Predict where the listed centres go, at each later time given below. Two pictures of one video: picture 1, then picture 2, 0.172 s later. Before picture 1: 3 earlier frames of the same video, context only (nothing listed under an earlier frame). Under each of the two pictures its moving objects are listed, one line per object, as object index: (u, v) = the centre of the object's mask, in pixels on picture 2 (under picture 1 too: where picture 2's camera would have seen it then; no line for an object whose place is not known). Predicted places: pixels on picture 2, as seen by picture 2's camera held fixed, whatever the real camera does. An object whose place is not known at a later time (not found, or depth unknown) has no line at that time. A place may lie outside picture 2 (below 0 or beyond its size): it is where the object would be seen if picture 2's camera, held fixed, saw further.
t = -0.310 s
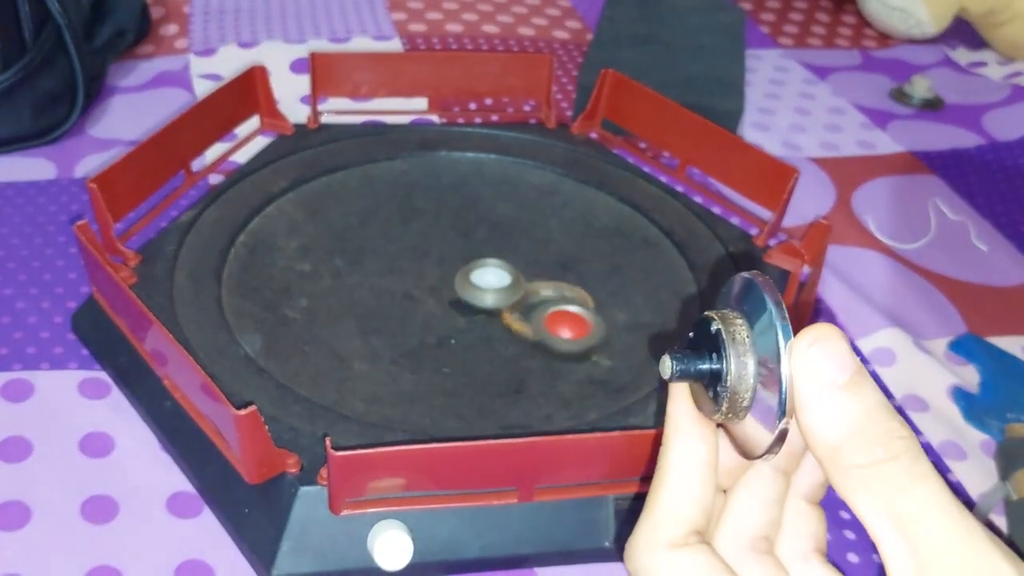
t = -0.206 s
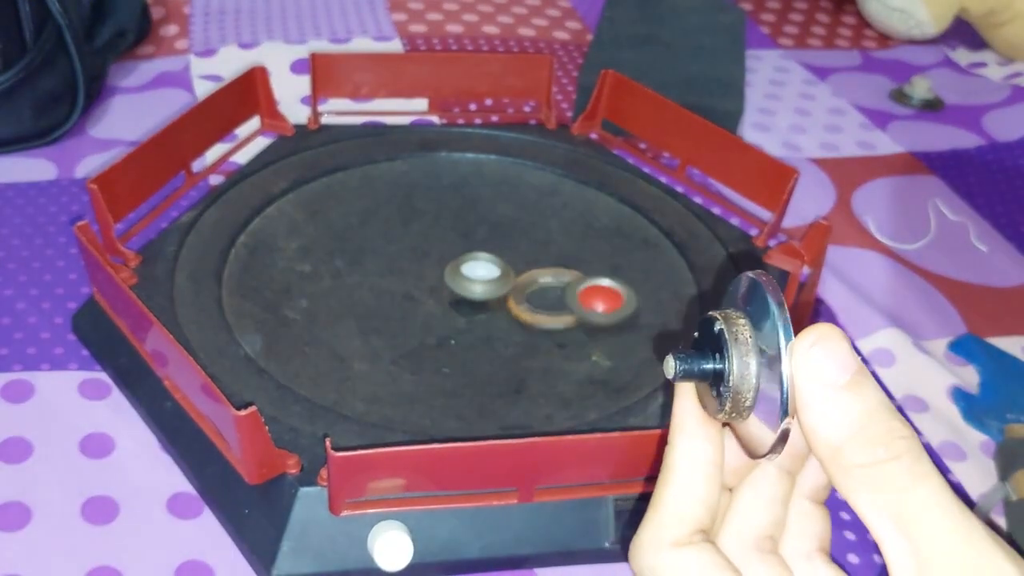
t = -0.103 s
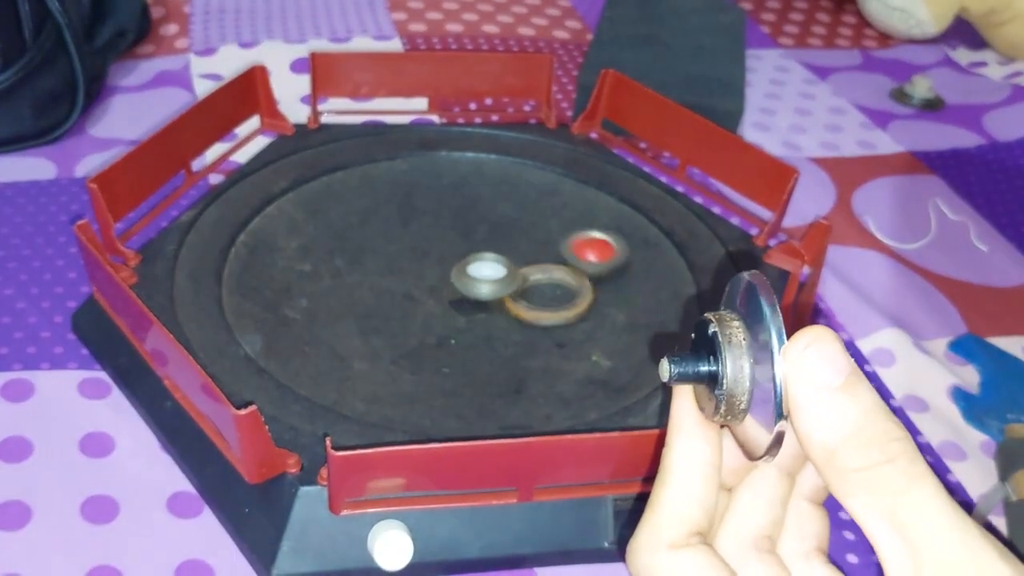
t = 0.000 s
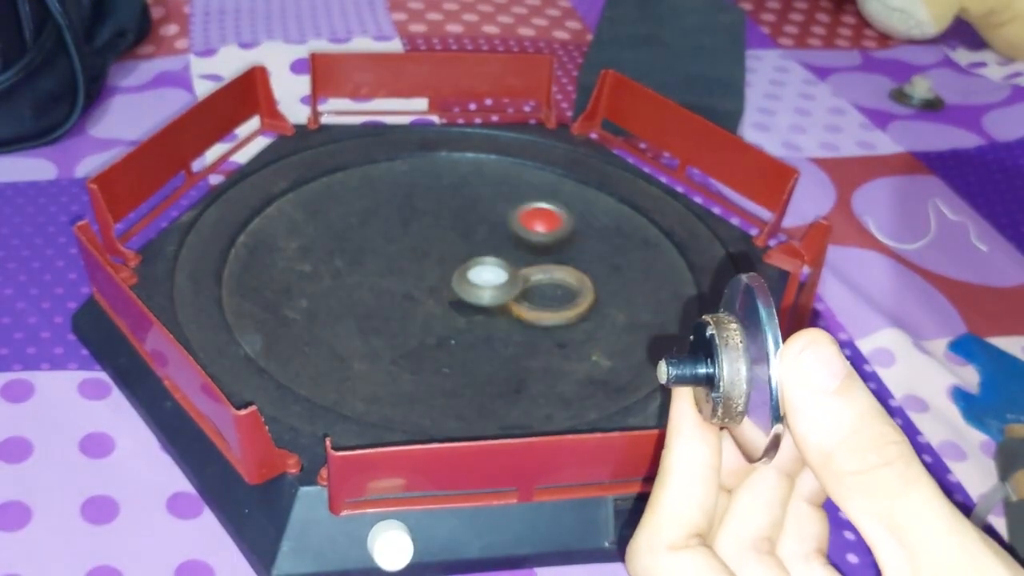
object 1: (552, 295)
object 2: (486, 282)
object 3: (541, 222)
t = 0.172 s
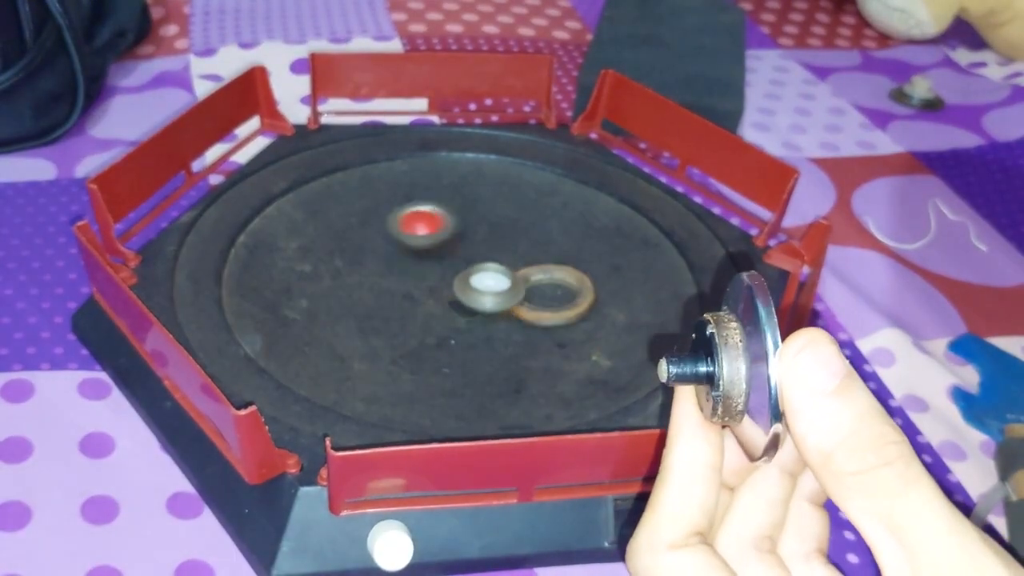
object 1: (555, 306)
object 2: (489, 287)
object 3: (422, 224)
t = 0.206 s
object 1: (556, 306)
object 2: (490, 289)
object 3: (401, 231)
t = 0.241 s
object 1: (555, 283)
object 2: (490, 289)
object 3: (384, 241)
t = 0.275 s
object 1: (556, 283)
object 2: (490, 291)
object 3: (371, 254)
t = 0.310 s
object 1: (559, 284)
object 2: (489, 292)
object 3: (364, 268)
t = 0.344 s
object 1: (559, 284)
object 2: (489, 292)
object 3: (362, 283)
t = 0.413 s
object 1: (556, 283)
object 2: (489, 293)
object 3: (374, 312)
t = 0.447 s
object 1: (560, 284)
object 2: (489, 292)
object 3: (388, 326)
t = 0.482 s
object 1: (557, 283)
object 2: (490, 293)
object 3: (407, 338)
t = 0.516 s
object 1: (559, 284)
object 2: (490, 294)
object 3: (433, 347)
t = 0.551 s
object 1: (560, 284)
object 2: (491, 293)
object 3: (460, 352)
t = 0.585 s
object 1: (560, 284)
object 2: (492, 293)
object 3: (488, 353)
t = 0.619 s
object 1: (560, 284)
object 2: (492, 294)
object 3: (515, 350)
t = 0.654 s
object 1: (559, 284)
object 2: (493, 294)
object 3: (537, 344)
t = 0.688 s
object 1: (559, 284)
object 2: (494, 293)
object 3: (558, 334)
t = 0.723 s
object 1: (559, 278)
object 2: (493, 293)
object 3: (572, 323)
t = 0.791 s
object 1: (545, 271)
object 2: (494, 293)
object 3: (590, 298)
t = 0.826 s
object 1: (540, 274)
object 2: (488, 294)
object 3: (595, 288)
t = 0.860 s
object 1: (539, 271)
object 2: (484, 296)
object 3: (595, 276)
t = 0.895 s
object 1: (533, 269)
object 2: (484, 298)
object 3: (594, 266)
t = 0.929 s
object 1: (536, 267)
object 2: (482, 298)
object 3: (587, 254)
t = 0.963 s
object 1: (535, 267)
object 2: (480, 300)
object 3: (576, 244)
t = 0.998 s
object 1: (537, 268)
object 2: (480, 301)
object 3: (562, 233)
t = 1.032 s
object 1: (537, 268)
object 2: (479, 301)
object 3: (545, 226)
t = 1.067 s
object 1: (536, 268)
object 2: (478, 301)
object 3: (523, 221)
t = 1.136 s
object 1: (538, 268)
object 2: (477, 301)
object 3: (477, 219)
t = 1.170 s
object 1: (535, 268)
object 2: (477, 300)
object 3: (457, 222)
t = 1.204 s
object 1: (535, 268)
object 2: (476, 300)
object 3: (435, 228)
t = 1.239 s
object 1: (538, 268)
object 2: (477, 298)
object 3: (417, 235)
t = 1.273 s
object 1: (536, 268)
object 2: (478, 297)
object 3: (400, 245)
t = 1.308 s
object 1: (539, 268)
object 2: (483, 296)
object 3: (389, 255)
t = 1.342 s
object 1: (543, 269)
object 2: (490, 295)
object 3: (379, 267)
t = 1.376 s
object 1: (540, 269)
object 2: (495, 295)
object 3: (374, 280)
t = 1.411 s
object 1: (540, 268)
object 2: (496, 296)
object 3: (373, 293)
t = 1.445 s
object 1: (541, 269)
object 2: (497, 298)
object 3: (377, 305)
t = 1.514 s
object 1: (539, 269)
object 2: (499, 299)
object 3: (401, 331)
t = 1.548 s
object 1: (539, 268)
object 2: (499, 299)
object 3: (422, 340)
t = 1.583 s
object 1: (540, 269)
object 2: (501, 299)
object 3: (444, 347)
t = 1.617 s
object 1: (538, 268)
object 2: (501, 300)
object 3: (469, 350)
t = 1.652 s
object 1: (538, 268)
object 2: (502, 299)
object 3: (494, 349)
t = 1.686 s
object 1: (540, 269)
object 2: (502, 298)
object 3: (518, 345)
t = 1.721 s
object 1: (538, 267)
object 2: (501, 298)
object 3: (537, 338)
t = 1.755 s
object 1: (538, 268)
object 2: (501, 298)
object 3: (553, 329)
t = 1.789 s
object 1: (534, 266)
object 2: (502, 300)
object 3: (567, 318)
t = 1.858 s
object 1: (527, 262)
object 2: (506, 300)
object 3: (587, 294)
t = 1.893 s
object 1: (523, 261)
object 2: (506, 300)
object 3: (591, 282)
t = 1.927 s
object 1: (528, 267)
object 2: (507, 300)
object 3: (590, 270)
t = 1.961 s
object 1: (531, 267)
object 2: (507, 300)
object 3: (585, 258)
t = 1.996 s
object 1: (533, 268)
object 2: (507, 299)
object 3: (577, 247)
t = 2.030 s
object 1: (534, 268)
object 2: (506, 299)
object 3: (565, 238)
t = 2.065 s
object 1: (538, 269)
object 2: (505, 298)
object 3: (549, 230)
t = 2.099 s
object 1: (536, 269)
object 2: (505, 298)
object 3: (531, 225)
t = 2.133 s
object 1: (538, 268)
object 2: (504, 297)
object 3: (499, 222)
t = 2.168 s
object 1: (538, 269)
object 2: (502, 297)
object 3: (478, 224)
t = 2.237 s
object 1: (538, 268)
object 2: (499, 295)
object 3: (441, 232)
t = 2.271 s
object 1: (538, 267)
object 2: (497, 297)
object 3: (424, 240)
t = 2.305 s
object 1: (538, 267)
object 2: (494, 297)
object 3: (411, 249)
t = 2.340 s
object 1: (538, 267)
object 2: (492, 296)
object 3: (400, 261)
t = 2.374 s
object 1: (539, 268)
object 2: (490, 296)
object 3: (393, 271)
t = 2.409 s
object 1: (540, 268)
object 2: (491, 295)
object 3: (390, 283)
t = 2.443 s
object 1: (538, 267)
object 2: (490, 294)
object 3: (392, 296)
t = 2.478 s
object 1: (539, 267)
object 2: (489, 294)
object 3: (397, 309)
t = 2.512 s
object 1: (542, 268)
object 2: (490, 293)
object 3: (406, 320)
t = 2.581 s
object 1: (542, 268)
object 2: (492, 292)
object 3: (436, 339)
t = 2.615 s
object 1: (539, 267)
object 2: (492, 291)
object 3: (453, 345)
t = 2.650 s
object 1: (542, 267)
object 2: (493, 291)
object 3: (474, 349)
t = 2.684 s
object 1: (541, 267)
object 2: (493, 291)
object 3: (495, 350)
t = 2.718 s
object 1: (541, 267)
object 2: (493, 291)
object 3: (516, 348)
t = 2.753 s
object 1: (540, 266)
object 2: (494, 291)
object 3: (533, 344)
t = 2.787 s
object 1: (542, 267)
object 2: (494, 291)
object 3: (549, 337)
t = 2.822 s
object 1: (540, 266)
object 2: (494, 291)
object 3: (561, 328)
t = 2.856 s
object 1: (538, 266)
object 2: (494, 291)
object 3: (569, 316)
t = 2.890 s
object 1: (536, 261)
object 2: (494, 292)
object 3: (572, 305)
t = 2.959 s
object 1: (522, 256)
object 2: (494, 291)
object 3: (568, 282)
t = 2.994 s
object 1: (512, 252)
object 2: (495, 291)
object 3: (566, 277)
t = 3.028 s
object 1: (503, 250)
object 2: (496, 292)
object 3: (562, 271)
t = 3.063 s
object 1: (495, 250)
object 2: (496, 292)
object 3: (556, 266)
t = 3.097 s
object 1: (486, 249)
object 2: (497, 291)
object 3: (551, 262)
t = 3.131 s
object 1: (479, 248)
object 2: (498, 291)
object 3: (546, 259)
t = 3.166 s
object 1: (472, 248)
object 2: (499, 290)
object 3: (540, 256)
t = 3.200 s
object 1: (463, 245)
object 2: (500, 290)
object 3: (540, 256)
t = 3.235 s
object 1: (459, 245)
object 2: (503, 290)
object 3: (541, 253)
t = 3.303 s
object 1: (456, 247)
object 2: (509, 288)
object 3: (530, 243)
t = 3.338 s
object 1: (451, 260)
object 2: (512, 288)
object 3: (524, 240)
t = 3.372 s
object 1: (448, 263)
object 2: (516, 287)
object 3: (520, 238)
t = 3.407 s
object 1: (450, 266)
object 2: (519, 286)
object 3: (517, 238)
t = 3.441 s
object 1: (450, 267)
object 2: (524, 288)
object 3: (513, 239)
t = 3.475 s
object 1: (447, 267)
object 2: (526, 289)
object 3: (509, 240)
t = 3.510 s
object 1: (445, 268)
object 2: (529, 289)
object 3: (507, 243)
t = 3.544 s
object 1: (445, 268)
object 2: (531, 291)
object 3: (508, 247)
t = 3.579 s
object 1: (447, 258)
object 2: (532, 294)
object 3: (511, 247)
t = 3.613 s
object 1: (448, 258)
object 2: (531, 295)
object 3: (512, 245)
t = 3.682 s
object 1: (447, 259)
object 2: (528, 294)
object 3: (500, 233)
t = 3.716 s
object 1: (446, 259)
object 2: (526, 294)
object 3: (493, 227)
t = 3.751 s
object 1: (446, 259)
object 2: (523, 293)
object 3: (485, 221)
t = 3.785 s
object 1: (445, 260)
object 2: (520, 291)
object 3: (476, 216)
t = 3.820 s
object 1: (445, 260)
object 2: (517, 291)
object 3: (467, 213)
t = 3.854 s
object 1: (444, 261)
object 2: (514, 289)
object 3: (457, 212)
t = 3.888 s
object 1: (444, 262)
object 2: (509, 288)
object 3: (448, 211)
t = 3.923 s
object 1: (442, 263)
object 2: (505, 286)
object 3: (439, 212)
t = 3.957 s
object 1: (437, 276)
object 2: (499, 284)
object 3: (430, 214)
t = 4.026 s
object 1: (431, 278)
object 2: (493, 279)
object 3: (417, 223)
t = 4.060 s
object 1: (434, 282)
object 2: (498, 278)
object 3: (411, 226)
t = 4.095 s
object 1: (438, 284)
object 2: (500, 276)
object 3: (404, 232)
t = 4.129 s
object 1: (438, 284)
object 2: (505, 274)
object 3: (400, 237)
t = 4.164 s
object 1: (445, 288)
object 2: (509, 271)
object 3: (396, 242)
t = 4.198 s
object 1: (450, 288)
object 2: (513, 271)
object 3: (395, 251)
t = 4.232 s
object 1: (457, 288)
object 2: (518, 270)
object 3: (396, 260)
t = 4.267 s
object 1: (461, 288)
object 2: (521, 270)
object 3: (398, 270)
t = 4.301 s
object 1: (463, 288)
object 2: (526, 271)
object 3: (405, 278)
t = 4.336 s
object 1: (465, 268)
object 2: (530, 272)
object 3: (412, 287)
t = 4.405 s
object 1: (456, 266)
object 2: (535, 280)
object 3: (440, 306)
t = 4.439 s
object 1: (453, 266)
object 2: (534, 284)
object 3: (452, 313)
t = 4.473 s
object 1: (449, 265)
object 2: (530, 287)
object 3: (465, 319)
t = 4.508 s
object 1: (450, 275)
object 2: (528, 288)
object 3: (479, 324)
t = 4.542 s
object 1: (451, 277)
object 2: (525, 288)
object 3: (494, 328)
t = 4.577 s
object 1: (451, 277)
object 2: (520, 289)
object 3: (507, 332)
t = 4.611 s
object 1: (450, 277)
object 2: (512, 290)
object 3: (523, 331)
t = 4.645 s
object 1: (446, 264)
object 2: (505, 292)
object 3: (538, 331)
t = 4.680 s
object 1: (442, 265)
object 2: (500, 294)
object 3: (550, 329)
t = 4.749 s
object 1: (441, 265)
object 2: (488, 293)
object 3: (573, 321)
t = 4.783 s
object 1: (438, 264)
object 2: (489, 294)
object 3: (579, 315)
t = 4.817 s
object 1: (436, 265)
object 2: (487, 293)
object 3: (585, 309)
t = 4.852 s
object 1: (436, 264)
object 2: (487, 292)
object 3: (587, 302)
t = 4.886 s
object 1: (435, 264)
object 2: (487, 290)
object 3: (585, 295)
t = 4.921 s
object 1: (435, 263)
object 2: (490, 290)
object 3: (581, 288)
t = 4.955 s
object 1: (439, 263)
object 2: (493, 290)
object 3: (574, 282)
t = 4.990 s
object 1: (441, 263)
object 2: (495, 291)
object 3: (565, 277)
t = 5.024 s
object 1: (440, 263)
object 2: (497, 291)
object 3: (555, 272)
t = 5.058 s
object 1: (440, 263)
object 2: (496, 291)
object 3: (552, 266)
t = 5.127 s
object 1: (440, 263)
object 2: (497, 292)
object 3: (541, 254)
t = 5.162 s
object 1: (440, 263)
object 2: (497, 292)
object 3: (532, 250)
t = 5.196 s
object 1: (440, 263)
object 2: (497, 293)
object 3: (522, 247)
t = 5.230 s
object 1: (442, 263)
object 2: (497, 294)
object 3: (511, 244)
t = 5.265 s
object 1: (433, 264)
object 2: (497, 295)
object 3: (499, 244)
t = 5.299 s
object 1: (435, 285)
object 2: (497, 295)
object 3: (491, 243)
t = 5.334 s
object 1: (431, 285)
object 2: (496, 295)
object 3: (484, 243)
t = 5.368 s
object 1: (427, 286)
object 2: (495, 296)
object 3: (481, 242)
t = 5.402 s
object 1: (428, 289)
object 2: (495, 296)
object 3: (477, 243)
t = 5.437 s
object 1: (424, 290)
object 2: (494, 296)
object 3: (474, 244)
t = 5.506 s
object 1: (420, 291)
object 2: (495, 296)
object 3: (473, 248)
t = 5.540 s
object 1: (418, 291)
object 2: (494, 296)
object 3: (477, 249)
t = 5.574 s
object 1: (422, 292)
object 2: (495, 300)
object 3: (481, 247)
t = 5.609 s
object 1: (428, 282)
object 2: (495, 304)
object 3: (483, 243)
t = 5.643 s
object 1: (429, 282)
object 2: (495, 309)
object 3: (483, 239)
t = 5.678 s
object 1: (429, 282)
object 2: (494, 312)
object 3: (484, 237)
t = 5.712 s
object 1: (430, 282)
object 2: (495, 314)
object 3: (483, 234)
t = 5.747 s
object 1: (431, 282)
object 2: (495, 318)
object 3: (482, 233)
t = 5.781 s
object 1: (431, 282)
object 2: (495, 319)
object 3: (480, 232)
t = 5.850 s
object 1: (430, 282)
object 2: (490, 323)
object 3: (476, 234)
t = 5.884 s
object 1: (430, 283)
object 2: (489, 324)
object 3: (473, 237)
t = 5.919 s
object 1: (430, 283)
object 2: (487, 323)
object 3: (474, 240)
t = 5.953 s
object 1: (429, 283)
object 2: (486, 323)
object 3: (475, 244)
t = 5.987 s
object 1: (429, 283)
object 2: (485, 322)
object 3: (478, 248)
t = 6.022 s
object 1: (428, 282)
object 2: (483, 320)
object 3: (484, 252)
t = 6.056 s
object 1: (428, 282)
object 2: (482, 319)
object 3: (491, 253)
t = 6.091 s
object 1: (429, 281)
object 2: (482, 317)
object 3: (499, 255)
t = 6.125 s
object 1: (428, 281)
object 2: (481, 315)
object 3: (506, 256)
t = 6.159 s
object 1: (427, 281)
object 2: (481, 311)
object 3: (514, 257)
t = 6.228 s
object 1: (420, 271)
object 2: (481, 304)
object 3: (527, 259)
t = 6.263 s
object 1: (419, 270)
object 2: (481, 301)
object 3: (533, 260)
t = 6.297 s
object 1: (418, 271)
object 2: (484, 297)
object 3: (539, 261)
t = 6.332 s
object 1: (420, 292)
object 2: (487, 293)
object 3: (540, 261)
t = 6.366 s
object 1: (419, 292)
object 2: (489, 289)
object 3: (547, 261)
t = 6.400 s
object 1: (420, 292)
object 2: (490, 285)
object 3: (549, 260)
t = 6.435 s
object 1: (420, 292)
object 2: (491, 283)
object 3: (554, 259)
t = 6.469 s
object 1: (422, 292)
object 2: (492, 281)
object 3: (555, 258)
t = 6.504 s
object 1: (421, 292)
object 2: (495, 279)
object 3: (557, 259)
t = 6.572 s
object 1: (429, 283)
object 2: (502, 277)
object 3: (567, 256)
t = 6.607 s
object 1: (430, 283)
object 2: (507, 277)
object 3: (573, 252)
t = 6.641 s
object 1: (431, 283)
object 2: (514, 277)
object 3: (580, 246)
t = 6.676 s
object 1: (431, 283)
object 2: (519, 277)
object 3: (586, 244)
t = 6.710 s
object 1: (431, 283)
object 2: (525, 277)
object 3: (586, 242)
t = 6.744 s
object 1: (431, 283)
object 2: (529, 278)
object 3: (588, 241)
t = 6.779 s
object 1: (431, 283)
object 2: (533, 279)
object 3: (585, 240)
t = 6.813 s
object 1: (431, 283)
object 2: (535, 280)
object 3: (581, 241)
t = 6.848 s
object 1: (431, 283)
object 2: (534, 283)
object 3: (580, 242)
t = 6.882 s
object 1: (431, 283)
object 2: (530, 286)
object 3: (581, 241)
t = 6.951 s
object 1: (431, 283)
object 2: (525, 291)
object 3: (579, 241)
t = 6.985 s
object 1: (431, 283)
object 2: (520, 292)
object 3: (572, 243)
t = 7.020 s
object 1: (431, 283)
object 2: (515, 294)
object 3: (569, 245)
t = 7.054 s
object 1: (431, 283)
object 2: (511, 295)
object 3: (561, 250)
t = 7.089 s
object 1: (430, 283)
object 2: (507, 295)
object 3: (553, 255)
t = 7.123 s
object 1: (429, 283)
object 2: (501, 297)
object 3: (549, 260)
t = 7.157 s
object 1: (423, 293)
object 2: (496, 297)
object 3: (541, 262)
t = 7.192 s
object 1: (420, 292)
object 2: (489, 299)
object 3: (535, 265)
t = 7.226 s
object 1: (421, 270)
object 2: (479, 301)
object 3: (530, 267)
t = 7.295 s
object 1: (421, 271)
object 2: (466, 304)
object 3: (513, 271)
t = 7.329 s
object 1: (420, 270)
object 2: (457, 305)
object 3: (507, 272)
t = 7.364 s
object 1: (418, 270)
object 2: (450, 307)
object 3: (500, 272)
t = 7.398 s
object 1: (415, 272)
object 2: (444, 308)
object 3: (491, 273)
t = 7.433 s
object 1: (413, 270)
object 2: (438, 309)
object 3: (487, 274)
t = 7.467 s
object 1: (413, 269)
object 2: (431, 311)
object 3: (484, 276)
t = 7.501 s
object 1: (415, 267)
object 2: (423, 311)
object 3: (484, 278)
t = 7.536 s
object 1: (418, 267)
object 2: (417, 311)
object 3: (489, 281)
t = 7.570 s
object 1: (420, 266)
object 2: (410, 311)
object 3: (493, 284)
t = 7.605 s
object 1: (429, 270)
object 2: (405, 310)
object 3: (493, 284)
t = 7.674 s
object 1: (436, 271)
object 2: (399, 304)
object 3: (504, 288)
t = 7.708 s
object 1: (441, 272)
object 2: (401, 300)
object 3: (504, 290)
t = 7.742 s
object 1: (440, 271)
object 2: (407, 298)
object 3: (508, 292)
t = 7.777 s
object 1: (440, 269)
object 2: (413, 298)
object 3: (512, 294)
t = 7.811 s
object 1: (437, 269)
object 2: (419, 298)
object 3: (511, 296)
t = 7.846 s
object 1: (434, 269)
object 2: (425, 299)
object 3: (508, 297)
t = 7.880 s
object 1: (429, 270)
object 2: (434, 301)
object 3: (511, 299)
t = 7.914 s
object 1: (428, 268)
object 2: (441, 302)
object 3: (513, 299)
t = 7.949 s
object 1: (427, 268)
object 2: (445, 303)
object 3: (513, 300)
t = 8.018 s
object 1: (425, 267)
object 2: (460, 313)
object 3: (526, 302)
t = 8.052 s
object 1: (426, 266)
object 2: (472, 318)
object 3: (530, 302)
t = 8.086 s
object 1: (429, 278)
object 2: (478, 324)
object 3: (534, 302)
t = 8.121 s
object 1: (430, 279)
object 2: (482, 330)
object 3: (538, 302)
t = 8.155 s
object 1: (430, 279)
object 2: (483, 334)
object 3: (543, 301)
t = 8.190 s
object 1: (430, 279)
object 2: (481, 339)
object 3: (550, 301)
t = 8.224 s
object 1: (430, 279)
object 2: (478, 342)
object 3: (554, 301)
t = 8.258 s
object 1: (430, 280)
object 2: (474, 344)
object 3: (558, 300)
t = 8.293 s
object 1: (430, 280)
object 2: (471, 345)
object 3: (564, 300)
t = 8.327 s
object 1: (430, 279)
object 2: (468, 346)
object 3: (564, 300)
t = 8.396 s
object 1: (430, 279)
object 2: (465, 347)
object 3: (563, 301)
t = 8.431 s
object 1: (430, 279)
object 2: (464, 347)
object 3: (563, 300)
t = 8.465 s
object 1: (430, 279)
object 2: (464, 347)
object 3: (559, 298)
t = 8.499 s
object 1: (430, 279)
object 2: (465, 347)
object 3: (555, 299)
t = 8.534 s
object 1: (430, 279)
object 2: (468, 346)
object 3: (554, 299)
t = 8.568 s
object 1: (430, 279)
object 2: (471, 345)
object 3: (553, 298)
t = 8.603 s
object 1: (430, 279)
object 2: (474, 343)
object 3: (551, 296)
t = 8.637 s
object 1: (430, 279)
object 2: (476, 339)
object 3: (546, 292)
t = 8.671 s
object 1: (430, 279)
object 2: (476, 335)
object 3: (540, 289)
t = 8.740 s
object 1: (430, 279)
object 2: (463, 328)
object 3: (540, 284)
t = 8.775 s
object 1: (430, 279)
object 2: (457, 327)
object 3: (539, 281)
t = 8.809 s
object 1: (430, 279)
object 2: (451, 328)
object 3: (537, 278)
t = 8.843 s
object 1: (430, 279)
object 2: (446, 330)
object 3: (537, 274)
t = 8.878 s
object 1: (430, 279)
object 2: (442, 331)
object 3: (539, 270)
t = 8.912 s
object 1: (430, 279)
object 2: (441, 334)
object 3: (541, 267)
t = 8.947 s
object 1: (430, 279)
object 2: (440, 334)
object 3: (540, 264)
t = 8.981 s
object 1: (430, 279)
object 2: (440, 334)
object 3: (542, 262)
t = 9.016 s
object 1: (430, 279)
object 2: (440, 333)
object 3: (544, 260)
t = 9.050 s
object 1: (430, 279)
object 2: (441, 332)
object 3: (541, 259)
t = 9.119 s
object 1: (430, 279)
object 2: (447, 328)
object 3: (541, 259)
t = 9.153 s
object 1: (430, 279)
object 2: (452, 327)
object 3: (544, 259)
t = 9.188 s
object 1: (430, 279)
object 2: (457, 327)
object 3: (544, 259)
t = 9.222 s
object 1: (430, 279)
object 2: (464, 327)
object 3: (538, 260)
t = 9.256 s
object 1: (430, 279)
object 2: (470, 329)
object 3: (532, 258)
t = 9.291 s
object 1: (430, 279)
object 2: (474, 331)
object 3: (530, 260)
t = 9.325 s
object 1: (430, 279)
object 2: (477, 334)
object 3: (530, 259)
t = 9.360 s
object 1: (430, 279)
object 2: (478, 336)
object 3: (531, 259)
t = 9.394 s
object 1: (430, 279)
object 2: (478, 337)
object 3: (529, 257)
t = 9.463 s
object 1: (430, 279)
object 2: (478, 338)
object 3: (517, 253)
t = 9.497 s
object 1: (430, 279)
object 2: (478, 337)
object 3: (511, 254)
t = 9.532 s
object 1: (430, 279)
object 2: (478, 336)
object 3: (510, 254)
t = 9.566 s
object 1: (430, 279)
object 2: (477, 334)
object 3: (509, 253)
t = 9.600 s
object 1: (430, 279)
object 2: (475, 331)
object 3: (507, 252)
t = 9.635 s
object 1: (430, 279)
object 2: (470, 328)
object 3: (506, 249)
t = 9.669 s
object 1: (430, 279)
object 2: (465, 327)
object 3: (501, 247)
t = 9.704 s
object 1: (430, 279)
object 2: (462, 326)
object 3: (498, 245)
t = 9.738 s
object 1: (430, 279)
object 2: (457, 326)
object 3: (500, 244)
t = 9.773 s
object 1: (430, 279)
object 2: (454, 326)
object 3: (503, 245)
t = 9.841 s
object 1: (430, 279)
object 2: (449, 327)
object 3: (496, 246)
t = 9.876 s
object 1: (430, 279)
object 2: (447, 328)
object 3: (496, 246)
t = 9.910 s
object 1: (430, 279)
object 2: (447, 328)
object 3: (497, 247)
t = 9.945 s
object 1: (430, 279)
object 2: (447, 328)
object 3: (495, 249)
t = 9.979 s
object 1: (429, 279)
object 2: (448, 327)
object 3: (491, 250)
